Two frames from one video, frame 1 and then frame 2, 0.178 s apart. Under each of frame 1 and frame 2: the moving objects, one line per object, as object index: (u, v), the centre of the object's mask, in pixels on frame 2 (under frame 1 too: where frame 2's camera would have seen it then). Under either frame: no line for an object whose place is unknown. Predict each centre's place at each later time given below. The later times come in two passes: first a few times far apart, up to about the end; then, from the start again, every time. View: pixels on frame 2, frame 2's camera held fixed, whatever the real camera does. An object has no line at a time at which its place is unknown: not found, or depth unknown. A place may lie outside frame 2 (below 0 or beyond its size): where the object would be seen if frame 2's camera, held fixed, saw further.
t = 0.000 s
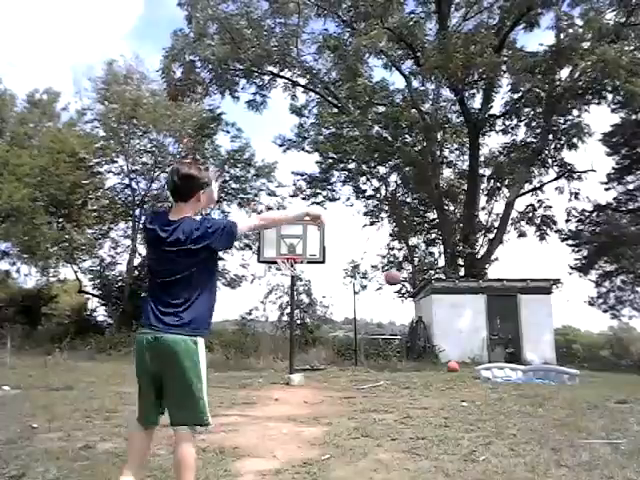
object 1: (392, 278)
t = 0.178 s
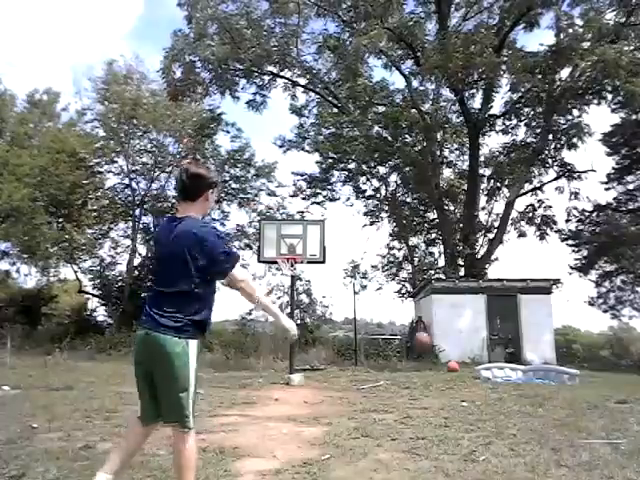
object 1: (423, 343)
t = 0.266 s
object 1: (439, 384)
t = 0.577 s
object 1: (485, 301)
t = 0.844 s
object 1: (536, 266)
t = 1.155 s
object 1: (620, 304)
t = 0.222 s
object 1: (430, 360)
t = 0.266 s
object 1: (439, 384)
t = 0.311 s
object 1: (446, 384)
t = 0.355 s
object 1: (453, 368)
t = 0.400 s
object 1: (457, 353)
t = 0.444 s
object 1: (464, 337)
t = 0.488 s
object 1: (470, 324)
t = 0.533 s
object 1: (478, 312)
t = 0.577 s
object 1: (485, 301)
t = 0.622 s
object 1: (493, 292)
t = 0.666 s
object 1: (501, 283)
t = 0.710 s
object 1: (509, 278)
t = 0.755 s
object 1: (517, 272)
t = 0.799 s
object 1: (526, 269)
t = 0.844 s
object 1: (536, 266)
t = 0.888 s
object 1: (546, 266)
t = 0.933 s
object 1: (557, 267)
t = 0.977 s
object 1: (568, 269)
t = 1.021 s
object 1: (580, 274)
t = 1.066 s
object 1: (593, 281)
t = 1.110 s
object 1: (607, 292)
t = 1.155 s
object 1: (620, 304)
